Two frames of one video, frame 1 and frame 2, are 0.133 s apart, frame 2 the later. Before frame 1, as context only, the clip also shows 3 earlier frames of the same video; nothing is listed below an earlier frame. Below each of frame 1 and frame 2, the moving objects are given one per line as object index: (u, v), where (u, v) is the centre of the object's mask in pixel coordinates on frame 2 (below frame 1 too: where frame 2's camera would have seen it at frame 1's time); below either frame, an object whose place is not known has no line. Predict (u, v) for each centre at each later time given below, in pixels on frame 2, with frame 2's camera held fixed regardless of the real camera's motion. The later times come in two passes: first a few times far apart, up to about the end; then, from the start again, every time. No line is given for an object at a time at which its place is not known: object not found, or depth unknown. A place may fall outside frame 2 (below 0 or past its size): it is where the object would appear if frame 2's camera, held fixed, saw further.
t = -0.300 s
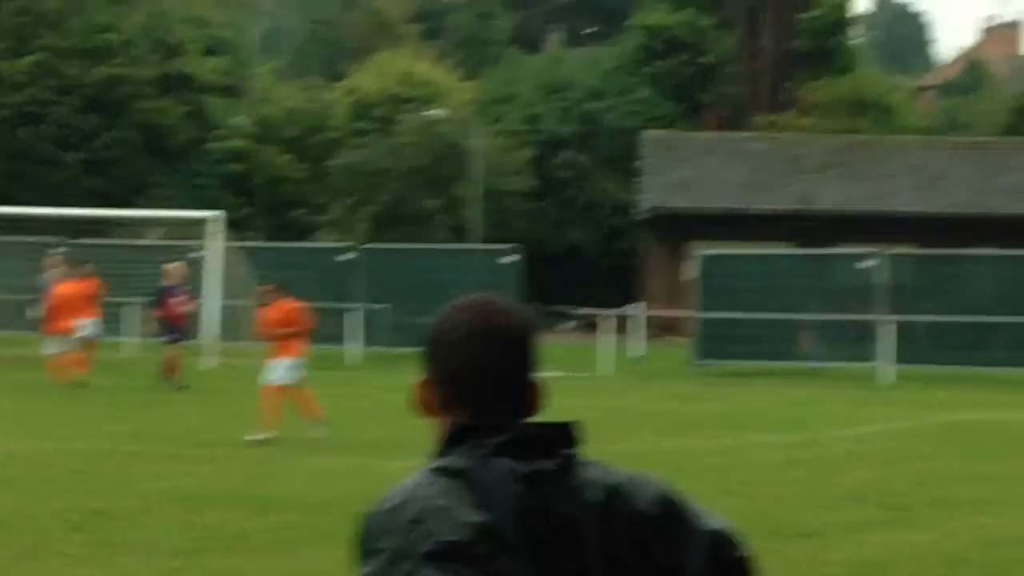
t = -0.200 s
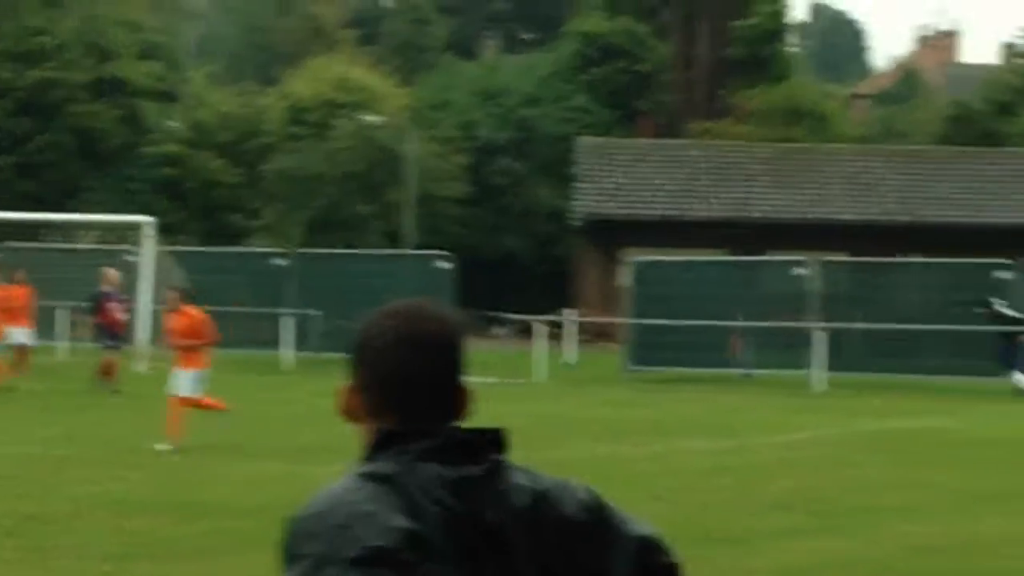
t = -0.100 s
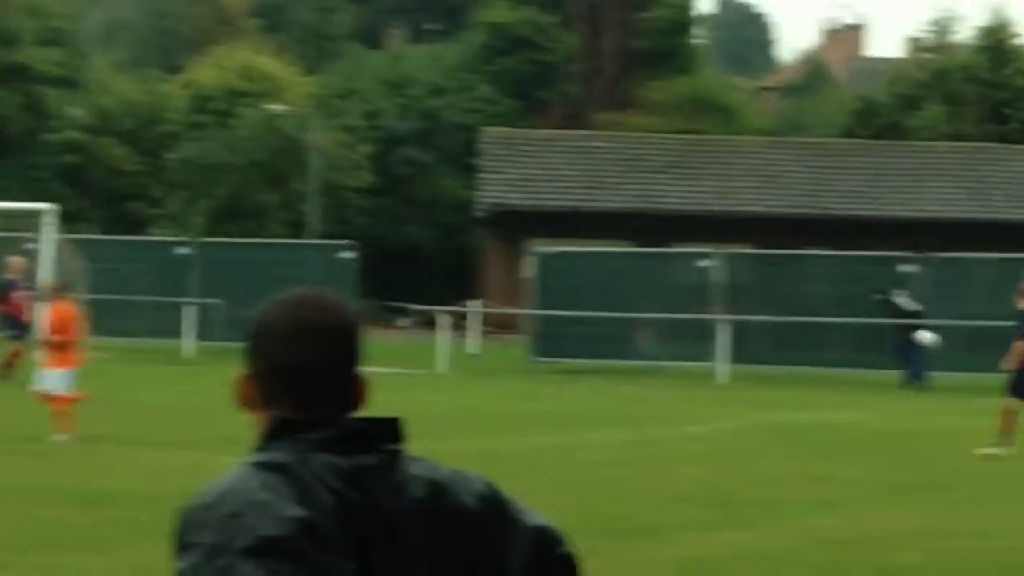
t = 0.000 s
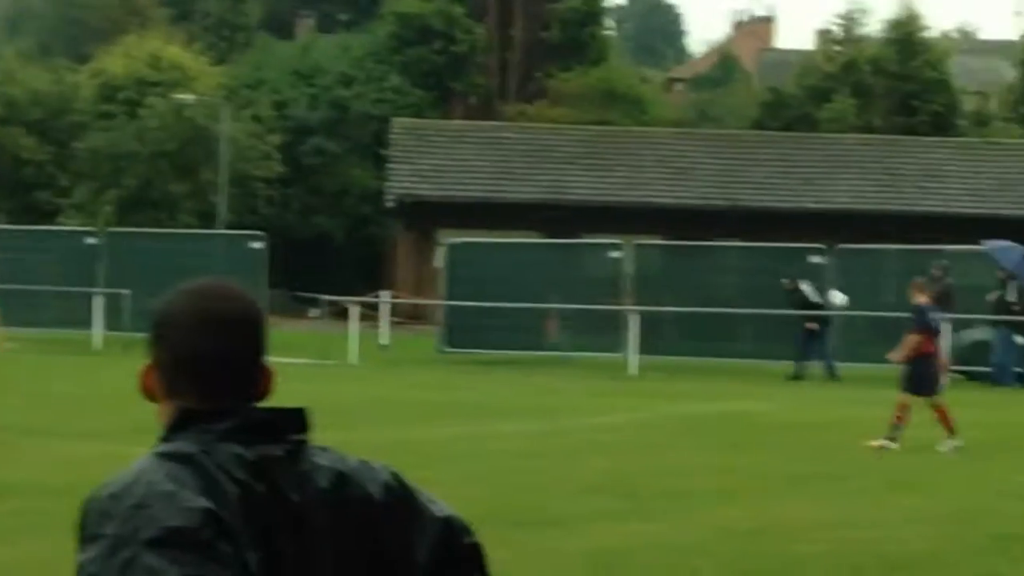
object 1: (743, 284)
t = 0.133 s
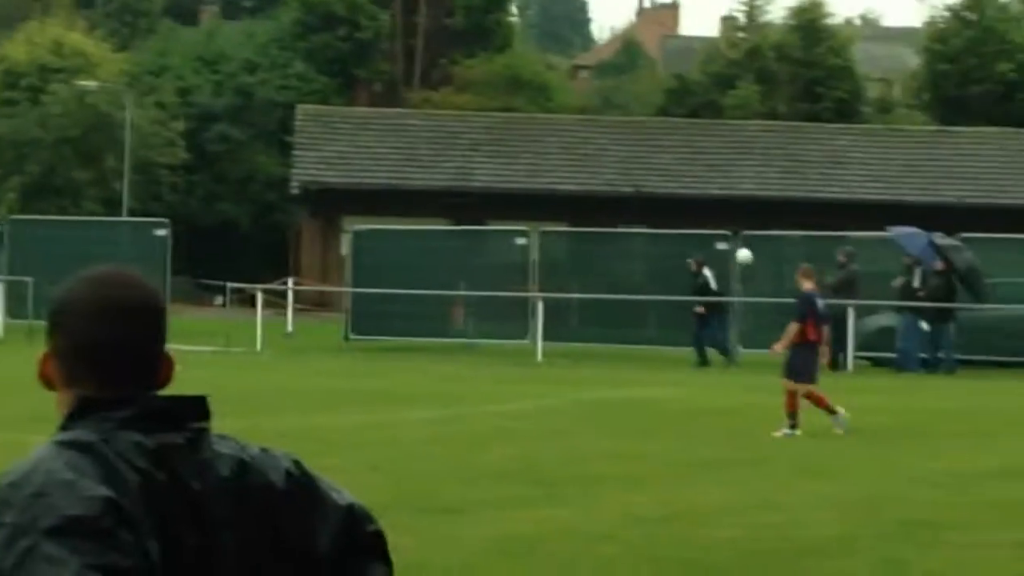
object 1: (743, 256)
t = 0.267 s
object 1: (744, 239)
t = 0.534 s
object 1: (743, 242)
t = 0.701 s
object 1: (742, 271)
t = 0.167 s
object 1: (744, 250)
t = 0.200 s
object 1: (744, 246)
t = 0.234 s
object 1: (745, 242)
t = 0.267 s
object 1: (744, 239)
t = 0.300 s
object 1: (744, 237)
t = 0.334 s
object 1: (744, 236)
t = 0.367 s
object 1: (743, 234)
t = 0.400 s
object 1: (744, 234)
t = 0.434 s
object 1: (743, 235)
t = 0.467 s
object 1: (744, 236)
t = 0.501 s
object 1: (744, 239)
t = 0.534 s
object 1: (743, 242)
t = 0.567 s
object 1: (742, 246)
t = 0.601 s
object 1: (743, 251)
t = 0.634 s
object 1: (742, 257)
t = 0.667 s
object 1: (742, 263)
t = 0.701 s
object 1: (742, 271)
